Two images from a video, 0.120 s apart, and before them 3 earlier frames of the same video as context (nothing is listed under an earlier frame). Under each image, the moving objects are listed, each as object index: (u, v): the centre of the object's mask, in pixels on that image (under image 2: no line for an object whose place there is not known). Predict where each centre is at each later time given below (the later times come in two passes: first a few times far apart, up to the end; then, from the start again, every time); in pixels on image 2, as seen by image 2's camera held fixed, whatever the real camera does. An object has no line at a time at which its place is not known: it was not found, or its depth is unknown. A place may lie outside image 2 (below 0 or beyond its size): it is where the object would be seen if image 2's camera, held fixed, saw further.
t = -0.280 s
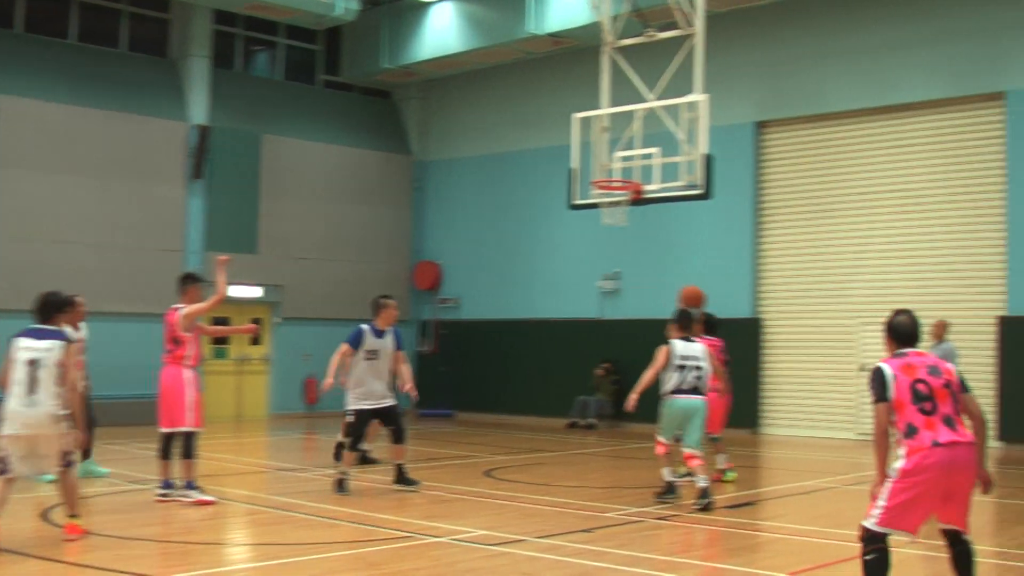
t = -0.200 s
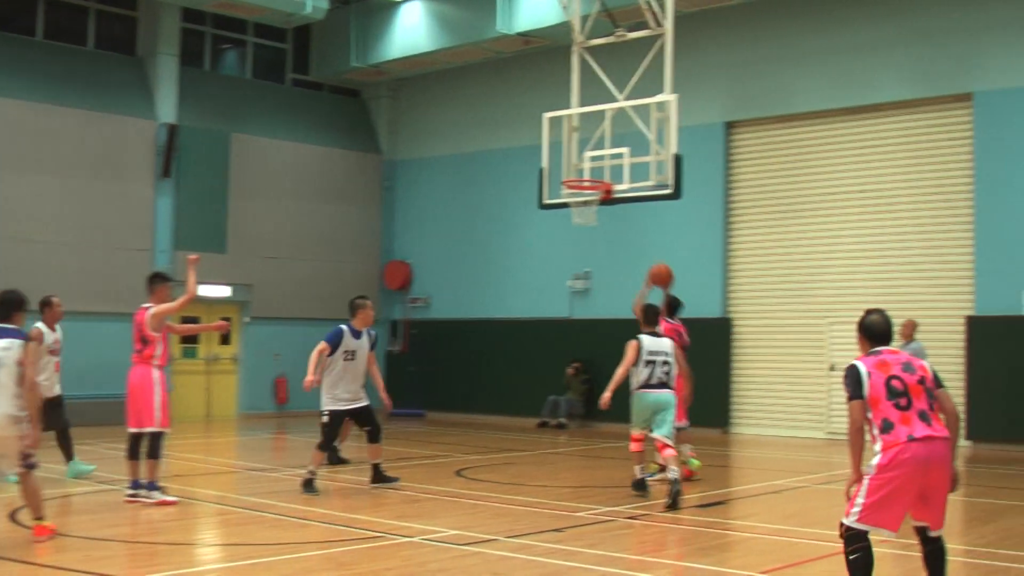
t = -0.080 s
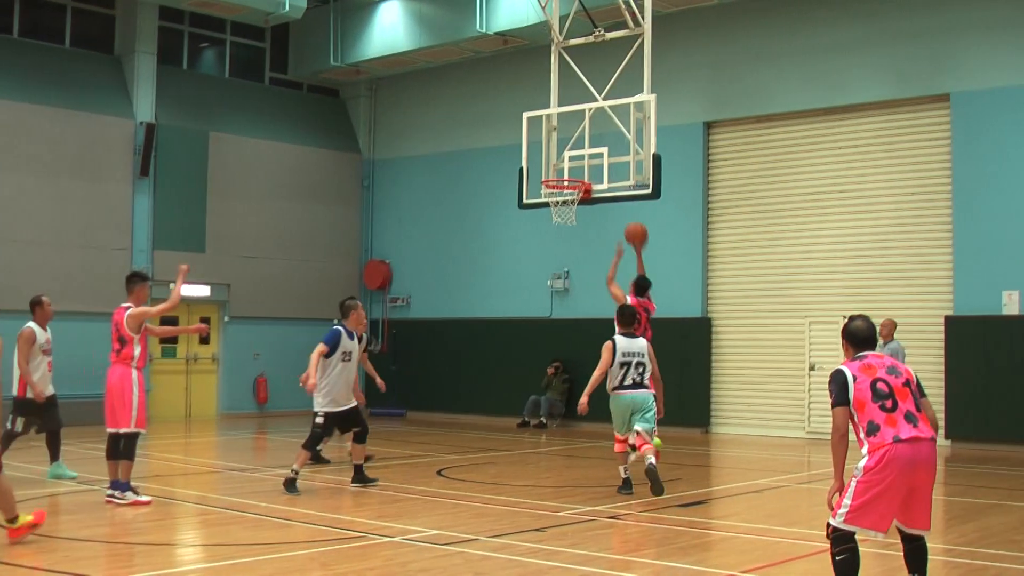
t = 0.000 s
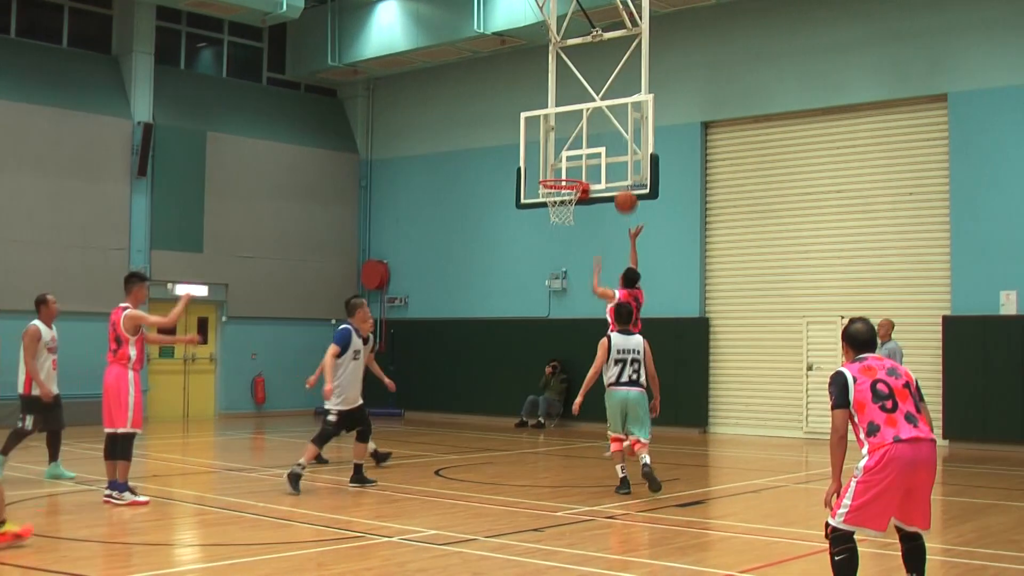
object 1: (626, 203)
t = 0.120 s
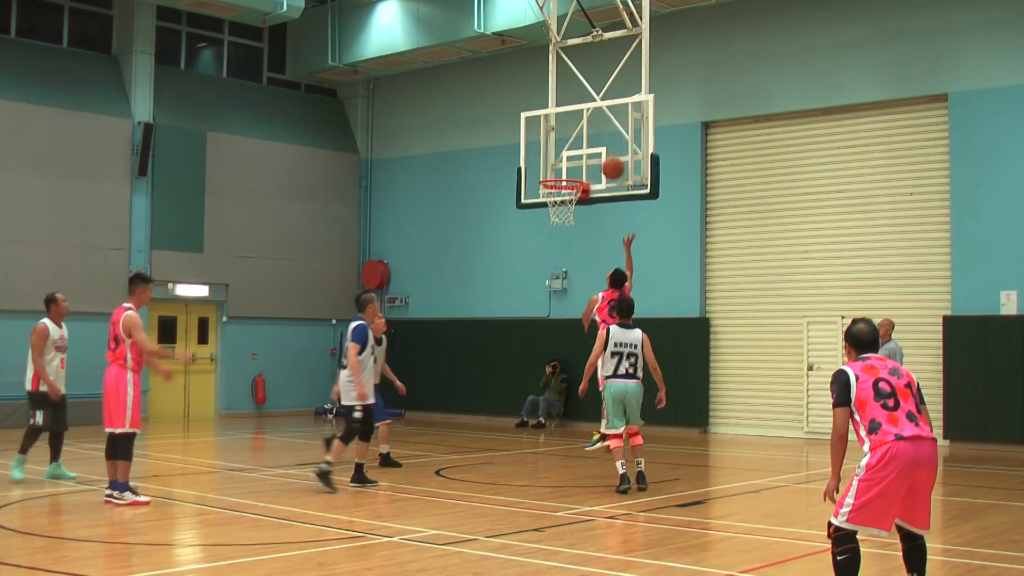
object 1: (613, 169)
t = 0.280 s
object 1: (589, 158)
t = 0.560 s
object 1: (549, 196)
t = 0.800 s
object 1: (541, 244)
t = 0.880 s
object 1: (539, 269)
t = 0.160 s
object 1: (607, 163)
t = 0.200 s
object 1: (601, 160)
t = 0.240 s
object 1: (595, 158)
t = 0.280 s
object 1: (589, 158)
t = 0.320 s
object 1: (584, 158)
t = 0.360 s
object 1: (577, 161)
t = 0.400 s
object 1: (572, 165)
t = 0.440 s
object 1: (566, 169)
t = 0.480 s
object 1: (561, 175)
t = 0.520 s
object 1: (555, 185)
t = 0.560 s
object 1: (549, 196)
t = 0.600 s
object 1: (544, 204)
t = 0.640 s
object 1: (543, 209)
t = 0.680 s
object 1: (543, 215)
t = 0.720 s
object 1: (542, 223)
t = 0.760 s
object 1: (542, 232)
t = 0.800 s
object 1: (541, 244)
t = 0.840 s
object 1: (540, 256)
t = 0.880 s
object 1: (539, 269)
